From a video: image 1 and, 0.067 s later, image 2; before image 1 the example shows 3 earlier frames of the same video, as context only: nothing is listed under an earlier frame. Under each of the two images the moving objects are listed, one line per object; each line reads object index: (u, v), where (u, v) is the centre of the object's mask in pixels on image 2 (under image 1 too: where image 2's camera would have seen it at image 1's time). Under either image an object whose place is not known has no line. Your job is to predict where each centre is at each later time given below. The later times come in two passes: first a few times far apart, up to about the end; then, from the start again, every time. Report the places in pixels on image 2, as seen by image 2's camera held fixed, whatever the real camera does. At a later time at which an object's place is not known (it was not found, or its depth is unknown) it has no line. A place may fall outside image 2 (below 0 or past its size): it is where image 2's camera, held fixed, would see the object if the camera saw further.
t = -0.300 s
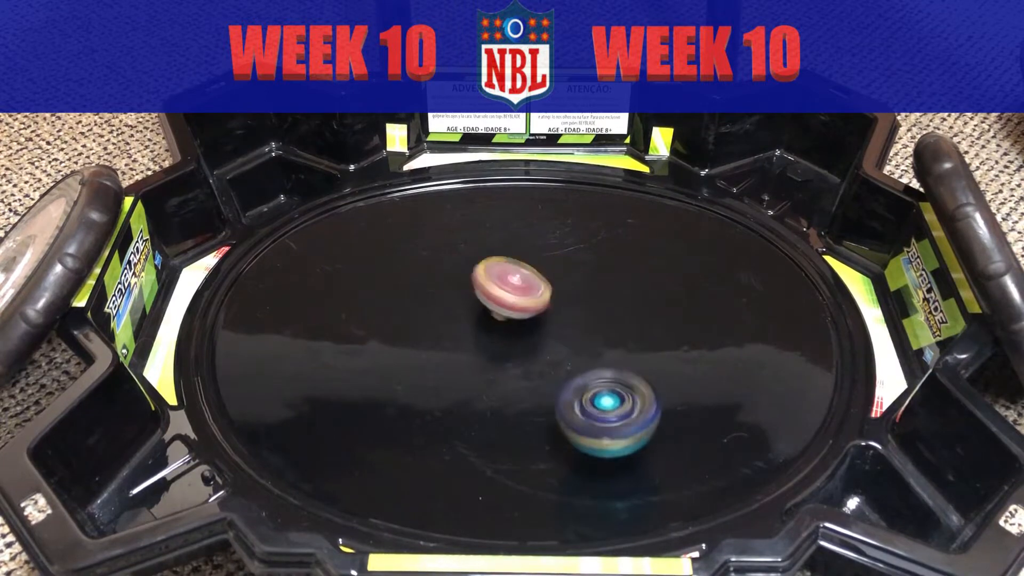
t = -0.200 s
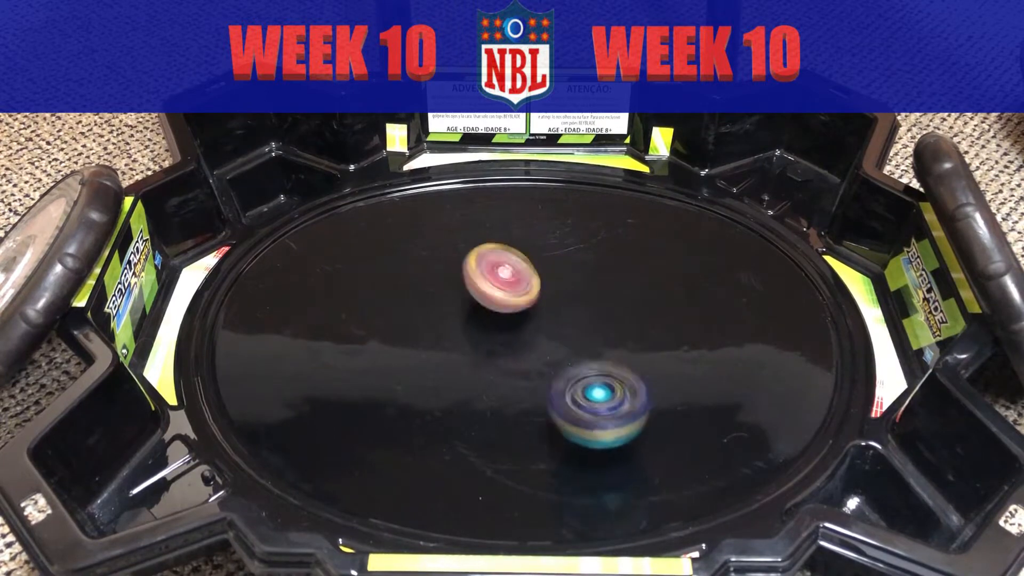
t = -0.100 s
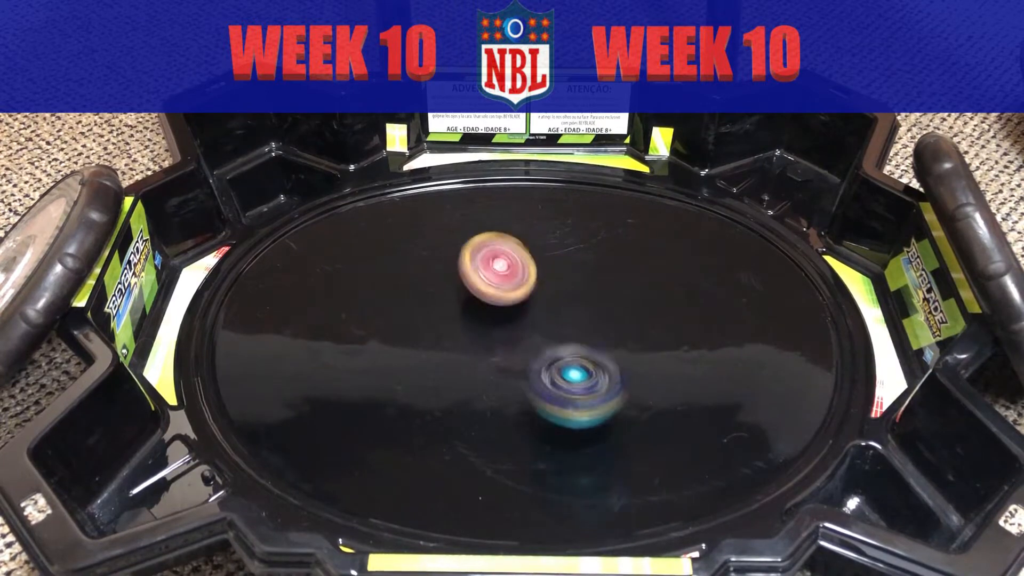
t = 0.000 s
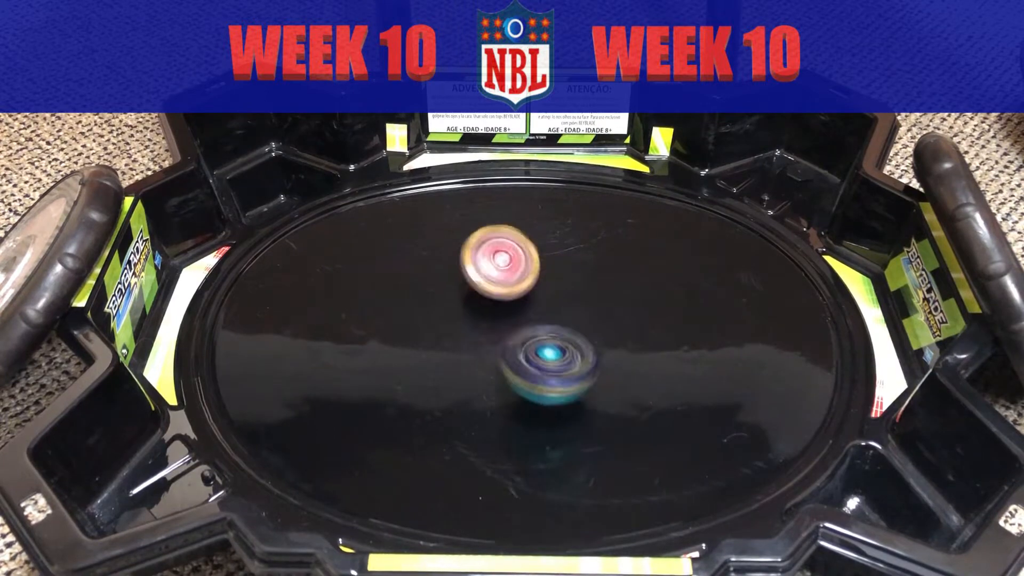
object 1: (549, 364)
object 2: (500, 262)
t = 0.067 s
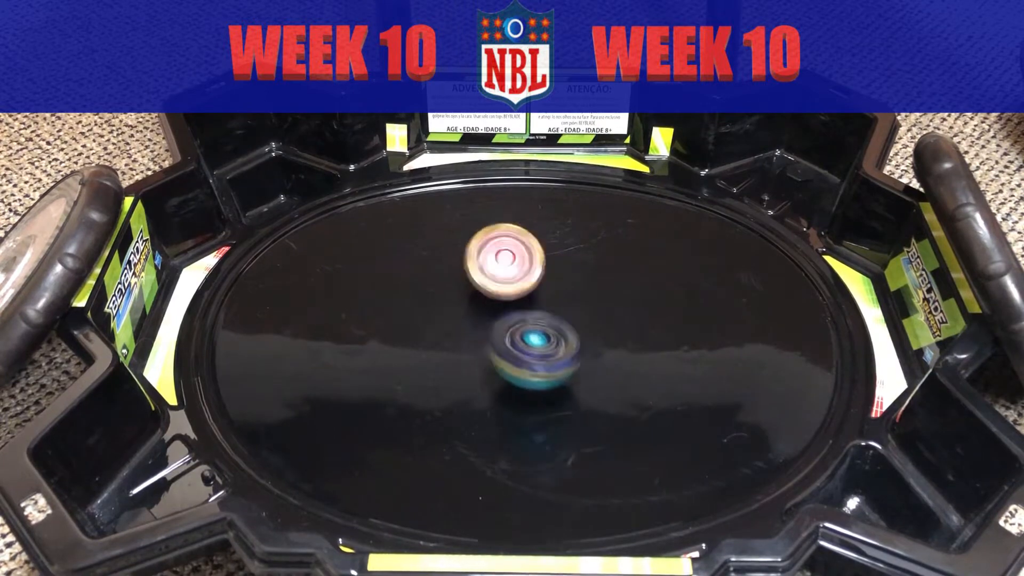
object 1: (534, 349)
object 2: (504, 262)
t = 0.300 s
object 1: (475, 332)
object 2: (542, 252)
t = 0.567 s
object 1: (428, 309)
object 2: (528, 290)
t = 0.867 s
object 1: (389, 320)
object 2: (550, 303)
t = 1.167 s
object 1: (453, 346)
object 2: (561, 308)
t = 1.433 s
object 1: (513, 355)
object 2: (583, 315)
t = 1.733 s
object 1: (478, 361)
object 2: (636, 322)
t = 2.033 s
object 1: (474, 322)
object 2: (553, 344)
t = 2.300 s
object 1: (460, 291)
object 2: (530, 395)
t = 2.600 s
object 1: (493, 300)
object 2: (528, 393)
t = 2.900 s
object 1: (552, 303)
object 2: (521, 391)
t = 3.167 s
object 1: (585, 326)
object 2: (521, 391)
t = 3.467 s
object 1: (606, 350)
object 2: (497, 388)
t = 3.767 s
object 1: (599, 331)
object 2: (513, 360)
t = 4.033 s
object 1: (577, 315)
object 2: (502, 360)
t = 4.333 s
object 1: (559, 328)
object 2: (463, 330)
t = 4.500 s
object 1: (548, 340)
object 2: (471, 312)
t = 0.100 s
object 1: (527, 342)
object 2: (508, 262)
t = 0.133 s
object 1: (520, 336)
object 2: (511, 262)
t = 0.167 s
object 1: (515, 331)
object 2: (514, 262)
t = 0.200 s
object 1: (506, 328)
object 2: (519, 262)
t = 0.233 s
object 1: (495, 330)
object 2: (527, 256)
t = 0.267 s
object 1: (483, 332)
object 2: (536, 252)
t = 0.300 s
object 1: (475, 332)
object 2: (542, 252)
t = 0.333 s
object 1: (468, 330)
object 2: (546, 254)
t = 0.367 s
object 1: (461, 327)
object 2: (549, 258)
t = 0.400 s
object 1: (455, 323)
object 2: (547, 265)
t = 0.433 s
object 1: (448, 320)
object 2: (545, 271)
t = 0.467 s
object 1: (443, 317)
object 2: (541, 276)
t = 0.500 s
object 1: (438, 314)
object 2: (537, 282)
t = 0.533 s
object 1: (432, 311)
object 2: (533, 286)
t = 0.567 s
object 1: (428, 309)
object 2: (528, 290)
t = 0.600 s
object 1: (424, 308)
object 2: (523, 293)
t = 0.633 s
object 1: (422, 307)
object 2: (518, 296)
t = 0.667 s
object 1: (422, 307)
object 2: (512, 297)
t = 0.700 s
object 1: (422, 307)
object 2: (508, 298)
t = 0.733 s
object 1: (417, 309)
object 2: (513, 298)
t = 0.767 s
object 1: (406, 310)
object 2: (526, 298)
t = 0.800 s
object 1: (399, 312)
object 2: (536, 299)
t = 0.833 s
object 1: (392, 315)
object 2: (545, 301)
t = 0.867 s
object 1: (389, 320)
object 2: (550, 303)
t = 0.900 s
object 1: (387, 325)
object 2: (553, 305)
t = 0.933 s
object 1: (389, 330)
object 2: (553, 305)
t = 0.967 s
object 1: (395, 334)
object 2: (554, 305)
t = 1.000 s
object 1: (402, 338)
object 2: (555, 303)
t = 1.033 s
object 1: (412, 341)
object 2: (557, 304)
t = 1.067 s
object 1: (421, 343)
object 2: (559, 304)
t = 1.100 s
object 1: (432, 345)
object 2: (560, 306)
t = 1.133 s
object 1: (443, 346)
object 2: (561, 307)
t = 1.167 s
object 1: (453, 346)
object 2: (561, 308)
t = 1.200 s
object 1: (463, 346)
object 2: (562, 310)
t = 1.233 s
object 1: (473, 347)
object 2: (560, 312)
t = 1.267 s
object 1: (483, 347)
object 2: (561, 314)
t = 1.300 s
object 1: (488, 348)
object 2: (565, 314)
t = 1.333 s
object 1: (491, 350)
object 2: (572, 313)
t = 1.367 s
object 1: (497, 352)
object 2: (579, 313)
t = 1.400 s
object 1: (505, 353)
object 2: (582, 314)
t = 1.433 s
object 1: (513, 355)
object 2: (583, 315)
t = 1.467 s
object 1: (509, 356)
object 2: (597, 316)
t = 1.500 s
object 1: (500, 358)
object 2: (615, 313)
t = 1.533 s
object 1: (494, 360)
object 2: (633, 315)
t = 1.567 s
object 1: (491, 362)
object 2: (643, 315)
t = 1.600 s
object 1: (487, 363)
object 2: (650, 316)
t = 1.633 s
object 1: (484, 364)
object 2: (650, 320)
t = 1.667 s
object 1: (481, 364)
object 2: (646, 322)
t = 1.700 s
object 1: (480, 363)
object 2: (641, 322)
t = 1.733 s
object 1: (478, 361)
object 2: (636, 322)
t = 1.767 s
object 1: (478, 359)
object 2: (631, 325)
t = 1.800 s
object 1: (479, 356)
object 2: (627, 326)
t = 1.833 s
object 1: (479, 352)
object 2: (622, 327)
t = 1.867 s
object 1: (477, 348)
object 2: (614, 329)
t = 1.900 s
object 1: (478, 343)
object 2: (602, 331)
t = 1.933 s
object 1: (478, 338)
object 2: (593, 333)
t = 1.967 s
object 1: (478, 333)
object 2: (578, 334)
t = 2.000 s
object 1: (477, 328)
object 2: (566, 340)
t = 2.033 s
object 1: (474, 322)
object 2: (553, 344)
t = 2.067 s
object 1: (471, 317)
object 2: (541, 352)
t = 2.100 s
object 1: (468, 313)
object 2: (528, 362)
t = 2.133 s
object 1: (466, 308)
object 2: (522, 370)
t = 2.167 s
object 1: (464, 304)
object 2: (520, 378)
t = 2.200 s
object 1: (462, 300)
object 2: (520, 386)
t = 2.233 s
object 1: (461, 296)
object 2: (523, 391)
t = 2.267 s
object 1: (460, 293)
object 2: (526, 393)
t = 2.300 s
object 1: (460, 291)
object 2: (530, 395)
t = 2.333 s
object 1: (461, 289)
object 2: (534, 398)
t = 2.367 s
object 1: (462, 288)
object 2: (537, 399)
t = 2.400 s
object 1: (464, 287)
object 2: (541, 400)
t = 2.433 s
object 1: (467, 289)
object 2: (544, 400)
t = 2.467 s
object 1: (471, 290)
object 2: (544, 400)
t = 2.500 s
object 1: (476, 292)
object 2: (541, 400)
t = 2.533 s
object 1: (481, 294)
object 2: (537, 399)
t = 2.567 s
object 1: (487, 297)
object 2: (532, 397)
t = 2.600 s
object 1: (493, 300)
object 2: (528, 393)
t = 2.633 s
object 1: (498, 303)
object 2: (526, 390)
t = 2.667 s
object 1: (504, 305)
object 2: (523, 386)
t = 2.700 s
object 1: (511, 305)
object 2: (520, 386)
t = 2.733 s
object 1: (519, 302)
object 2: (519, 389)
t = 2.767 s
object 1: (527, 301)
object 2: (520, 391)
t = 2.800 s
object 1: (533, 301)
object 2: (521, 392)
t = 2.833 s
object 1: (540, 301)
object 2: (521, 392)
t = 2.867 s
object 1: (545, 301)
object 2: (521, 391)
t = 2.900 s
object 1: (552, 303)
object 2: (521, 391)
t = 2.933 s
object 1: (557, 305)
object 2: (521, 391)
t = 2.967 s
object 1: (562, 306)
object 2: (521, 391)
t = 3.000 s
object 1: (567, 309)
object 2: (521, 391)
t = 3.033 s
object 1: (572, 312)
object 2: (521, 391)
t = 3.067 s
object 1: (576, 315)
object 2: (521, 391)
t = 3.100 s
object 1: (579, 319)
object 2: (521, 391)
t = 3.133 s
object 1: (583, 322)
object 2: (521, 391)
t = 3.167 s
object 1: (585, 326)
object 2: (521, 391)
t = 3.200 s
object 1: (587, 330)
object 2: (521, 391)
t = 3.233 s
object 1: (588, 333)
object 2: (521, 391)
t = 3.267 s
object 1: (589, 336)
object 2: (521, 391)
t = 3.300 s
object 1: (590, 340)
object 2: (521, 391)
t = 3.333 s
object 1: (591, 343)
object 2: (519, 391)
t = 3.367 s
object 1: (592, 346)
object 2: (517, 391)
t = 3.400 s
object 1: (596, 349)
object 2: (510, 390)
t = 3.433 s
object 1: (602, 350)
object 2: (501, 390)
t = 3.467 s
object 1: (606, 350)
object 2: (497, 388)
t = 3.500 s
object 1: (610, 350)
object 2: (495, 384)
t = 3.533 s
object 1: (611, 348)
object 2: (494, 379)
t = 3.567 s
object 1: (612, 347)
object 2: (495, 374)
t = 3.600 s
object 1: (612, 345)
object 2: (499, 369)
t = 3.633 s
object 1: (609, 342)
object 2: (505, 364)
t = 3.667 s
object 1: (606, 340)
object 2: (511, 362)
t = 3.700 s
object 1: (602, 337)
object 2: (513, 360)
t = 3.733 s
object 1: (601, 334)
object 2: (513, 360)
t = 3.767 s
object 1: (599, 331)
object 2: (513, 360)
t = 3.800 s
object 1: (598, 329)
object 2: (511, 359)
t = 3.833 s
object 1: (599, 327)
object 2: (504, 359)
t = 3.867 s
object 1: (597, 324)
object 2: (502, 360)
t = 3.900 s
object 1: (596, 322)
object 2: (502, 360)
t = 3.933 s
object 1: (592, 320)
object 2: (503, 359)
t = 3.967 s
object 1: (588, 319)
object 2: (503, 359)
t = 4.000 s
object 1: (582, 317)
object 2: (502, 359)
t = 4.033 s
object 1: (577, 315)
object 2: (502, 360)
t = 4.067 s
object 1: (572, 315)
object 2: (500, 357)
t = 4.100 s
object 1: (572, 316)
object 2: (491, 355)
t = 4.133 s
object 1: (569, 316)
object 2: (486, 354)
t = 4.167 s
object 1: (566, 317)
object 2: (486, 354)
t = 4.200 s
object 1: (565, 318)
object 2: (481, 347)
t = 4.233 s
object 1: (565, 320)
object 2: (471, 344)
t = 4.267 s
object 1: (563, 323)
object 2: (467, 340)
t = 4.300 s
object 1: (562, 326)
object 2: (466, 334)
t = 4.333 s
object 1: (559, 328)
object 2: (463, 330)
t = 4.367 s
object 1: (558, 331)
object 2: (461, 325)
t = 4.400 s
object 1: (555, 334)
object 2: (463, 320)
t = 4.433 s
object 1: (553, 336)
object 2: (465, 317)
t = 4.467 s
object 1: (549, 338)
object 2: (468, 314)
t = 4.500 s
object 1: (548, 340)
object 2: (471, 312)
